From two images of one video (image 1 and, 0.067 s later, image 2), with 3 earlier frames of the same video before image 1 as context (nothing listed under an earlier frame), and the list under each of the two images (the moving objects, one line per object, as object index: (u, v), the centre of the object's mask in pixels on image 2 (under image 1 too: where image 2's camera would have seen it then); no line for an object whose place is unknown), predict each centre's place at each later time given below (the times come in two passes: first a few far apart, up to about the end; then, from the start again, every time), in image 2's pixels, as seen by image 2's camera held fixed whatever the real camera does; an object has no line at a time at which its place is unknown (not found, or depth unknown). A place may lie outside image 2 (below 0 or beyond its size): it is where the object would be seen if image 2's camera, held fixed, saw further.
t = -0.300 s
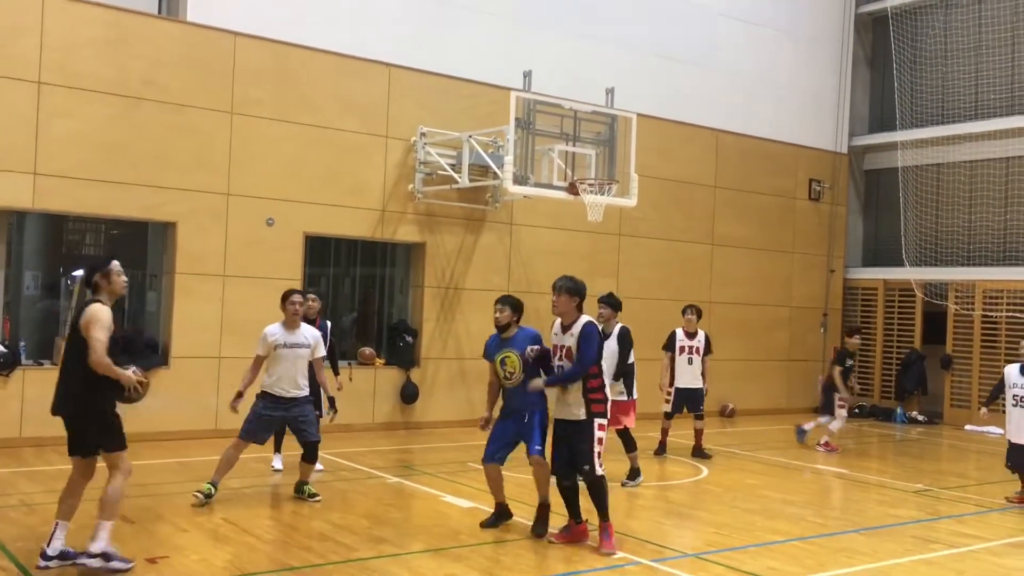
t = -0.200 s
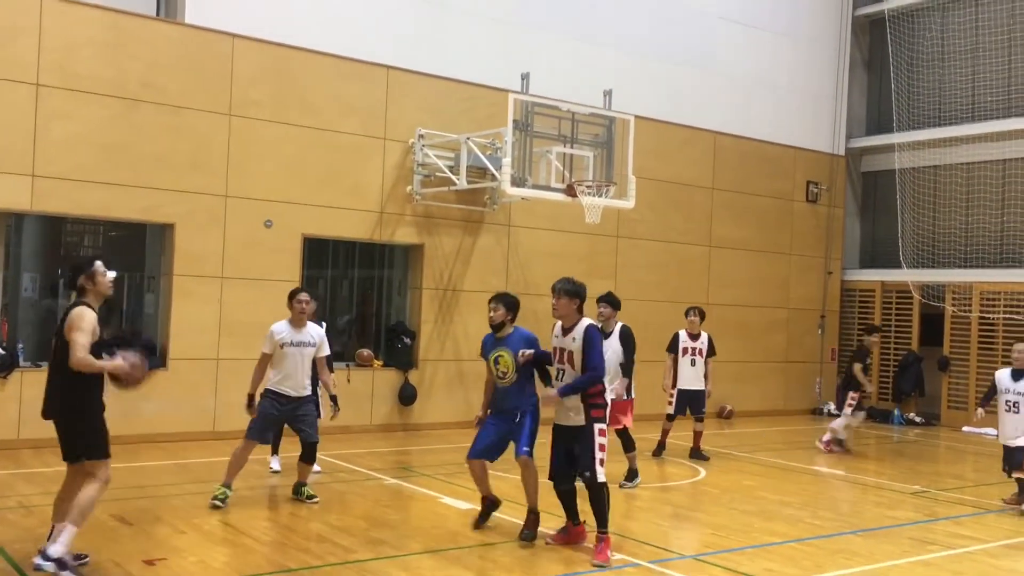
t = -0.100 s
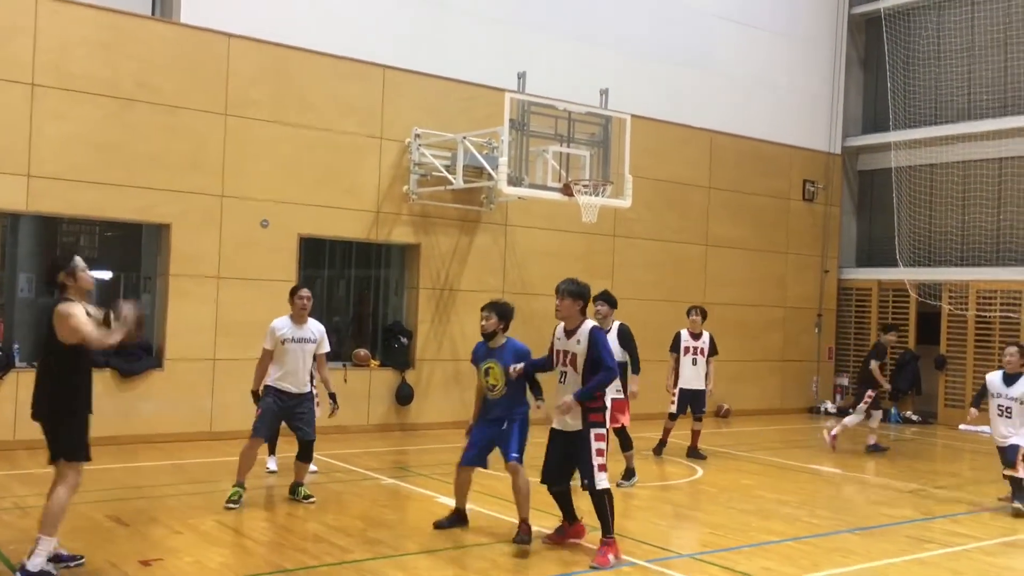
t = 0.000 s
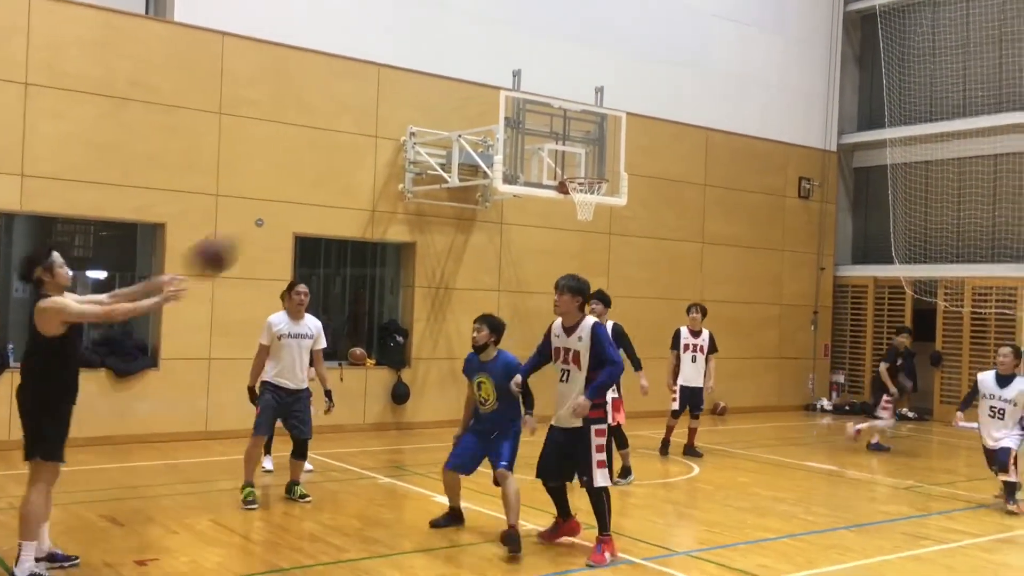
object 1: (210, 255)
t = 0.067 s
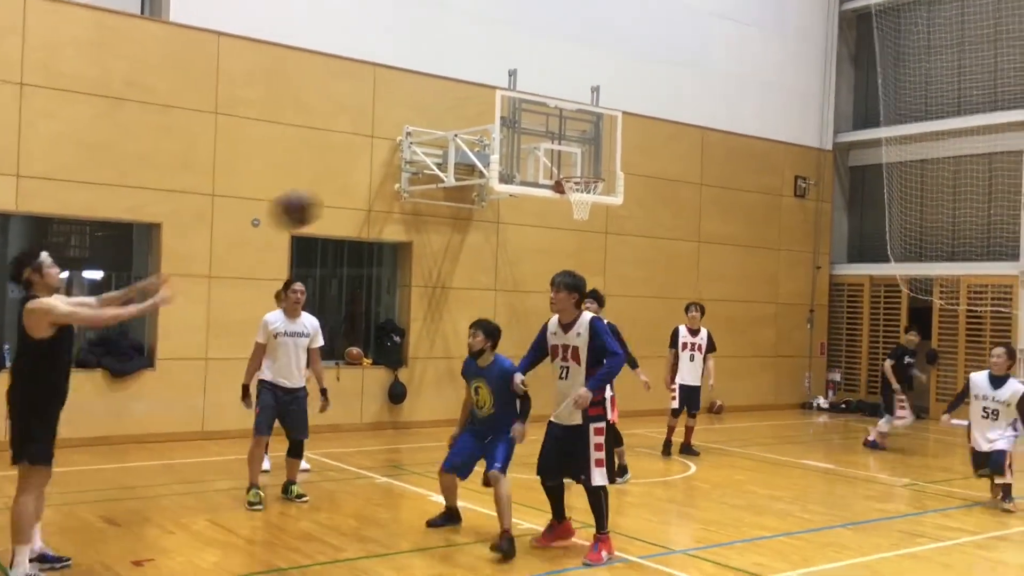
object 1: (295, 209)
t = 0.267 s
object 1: (531, 126)
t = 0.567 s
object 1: (846, 119)
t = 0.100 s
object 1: (335, 192)
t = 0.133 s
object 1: (375, 174)
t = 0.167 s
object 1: (416, 157)
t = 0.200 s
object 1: (454, 146)
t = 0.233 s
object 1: (494, 134)
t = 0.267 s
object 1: (531, 126)
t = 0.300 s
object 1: (569, 118)
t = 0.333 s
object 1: (604, 113)
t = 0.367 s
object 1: (641, 109)
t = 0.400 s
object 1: (676, 106)
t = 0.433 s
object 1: (710, 106)
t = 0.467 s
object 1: (745, 108)
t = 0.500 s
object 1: (779, 111)
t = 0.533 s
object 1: (812, 115)
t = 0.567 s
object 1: (846, 119)
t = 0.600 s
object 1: (879, 126)
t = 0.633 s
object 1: (910, 135)
